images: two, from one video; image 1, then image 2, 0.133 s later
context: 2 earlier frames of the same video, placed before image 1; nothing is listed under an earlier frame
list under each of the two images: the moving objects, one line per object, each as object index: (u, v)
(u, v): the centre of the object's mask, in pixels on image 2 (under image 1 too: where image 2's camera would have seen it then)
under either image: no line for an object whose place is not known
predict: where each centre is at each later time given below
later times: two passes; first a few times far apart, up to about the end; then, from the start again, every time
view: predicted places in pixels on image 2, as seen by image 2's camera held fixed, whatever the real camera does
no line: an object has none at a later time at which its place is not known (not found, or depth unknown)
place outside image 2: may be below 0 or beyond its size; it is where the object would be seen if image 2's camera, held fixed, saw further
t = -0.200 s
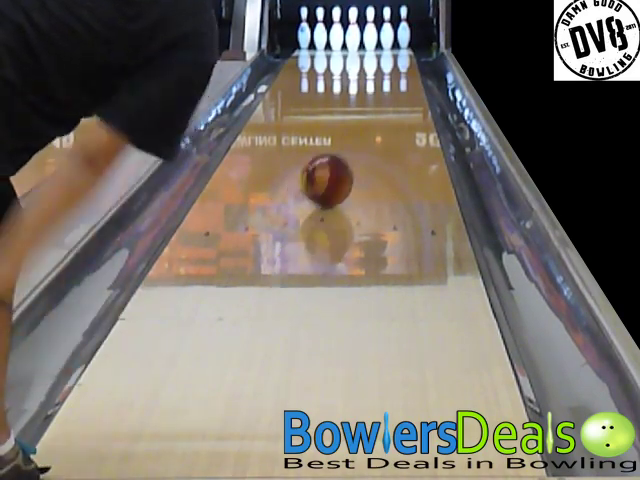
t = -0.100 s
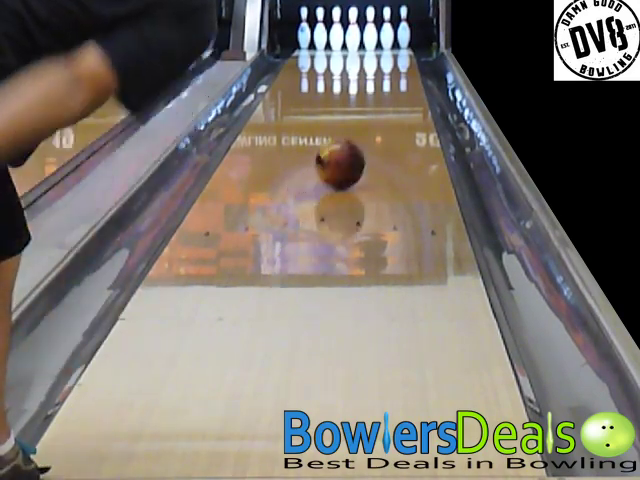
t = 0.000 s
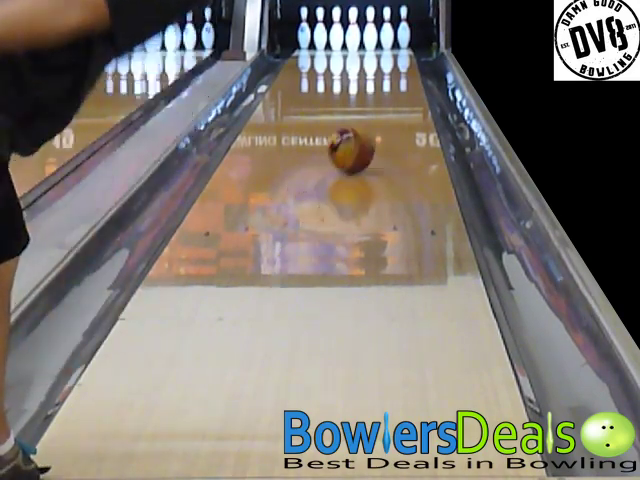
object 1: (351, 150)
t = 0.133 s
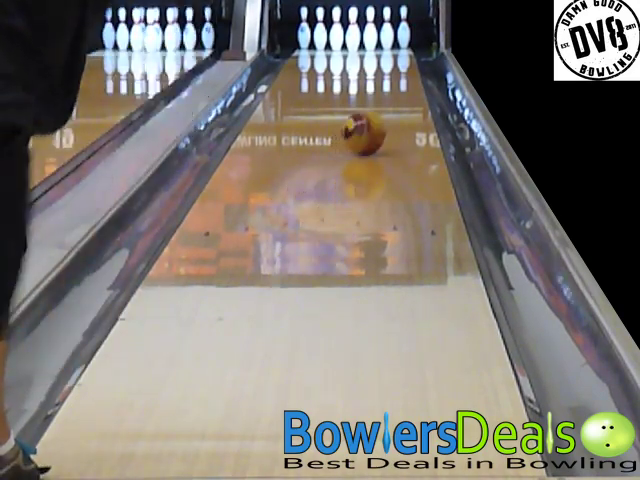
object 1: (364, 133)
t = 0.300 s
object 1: (376, 115)
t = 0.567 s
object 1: (391, 93)
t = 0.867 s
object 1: (400, 74)
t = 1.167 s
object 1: (399, 60)
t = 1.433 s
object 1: (383, 49)
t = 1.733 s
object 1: (365, 39)
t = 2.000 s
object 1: (373, 36)
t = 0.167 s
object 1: (367, 129)
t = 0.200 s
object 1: (369, 125)
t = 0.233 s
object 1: (372, 122)
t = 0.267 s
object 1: (374, 118)
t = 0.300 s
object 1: (376, 115)
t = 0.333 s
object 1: (378, 112)
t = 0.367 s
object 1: (381, 110)
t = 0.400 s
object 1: (382, 107)
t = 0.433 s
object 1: (385, 104)
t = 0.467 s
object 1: (386, 101)
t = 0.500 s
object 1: (388, 98)
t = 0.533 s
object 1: (390, 96)
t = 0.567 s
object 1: (391, 93)
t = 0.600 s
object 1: (392, 91)
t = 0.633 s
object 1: (394, 88)
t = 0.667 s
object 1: (395, 86)
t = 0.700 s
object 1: (396, 84)
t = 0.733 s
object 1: (398, 82)
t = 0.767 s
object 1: (399, 79)
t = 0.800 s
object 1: (399, 78)
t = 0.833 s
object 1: (400, 75)
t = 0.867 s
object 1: (400, 74)
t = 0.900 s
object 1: (400, 72)
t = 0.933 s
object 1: (401, 71)
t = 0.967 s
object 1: (401, 69)
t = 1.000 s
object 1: (402, 66)
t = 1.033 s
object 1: (401, 65)
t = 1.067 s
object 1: (401, 64)
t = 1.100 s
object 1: (400, 62)
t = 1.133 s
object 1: (399, 61)
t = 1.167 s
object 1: (399, 60)
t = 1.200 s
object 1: (397, 58)
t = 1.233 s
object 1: (395, 56)
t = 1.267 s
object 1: (394, 55)
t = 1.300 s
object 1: (391, 53)
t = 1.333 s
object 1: (389, 52)
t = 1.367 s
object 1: (387, 51)
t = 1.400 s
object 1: (385, 50)
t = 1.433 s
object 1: (383, 49)
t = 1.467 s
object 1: (380, 48)
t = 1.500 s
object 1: (378, 47)
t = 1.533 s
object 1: (375, 45)
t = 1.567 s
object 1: (373, 45)
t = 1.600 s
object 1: (371, 44)
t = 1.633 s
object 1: (369, 43)
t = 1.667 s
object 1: (367, 42)
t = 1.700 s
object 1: (365, 40)
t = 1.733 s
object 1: (365, 39)
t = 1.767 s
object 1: (366, 39)
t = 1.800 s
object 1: (366, 39)
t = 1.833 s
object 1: (366, 38)
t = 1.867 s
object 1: (366, 38)
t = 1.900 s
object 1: (368, 38)
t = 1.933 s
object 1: (370, 37)
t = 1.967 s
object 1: (372, 35)
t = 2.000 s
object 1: (373, 36)
